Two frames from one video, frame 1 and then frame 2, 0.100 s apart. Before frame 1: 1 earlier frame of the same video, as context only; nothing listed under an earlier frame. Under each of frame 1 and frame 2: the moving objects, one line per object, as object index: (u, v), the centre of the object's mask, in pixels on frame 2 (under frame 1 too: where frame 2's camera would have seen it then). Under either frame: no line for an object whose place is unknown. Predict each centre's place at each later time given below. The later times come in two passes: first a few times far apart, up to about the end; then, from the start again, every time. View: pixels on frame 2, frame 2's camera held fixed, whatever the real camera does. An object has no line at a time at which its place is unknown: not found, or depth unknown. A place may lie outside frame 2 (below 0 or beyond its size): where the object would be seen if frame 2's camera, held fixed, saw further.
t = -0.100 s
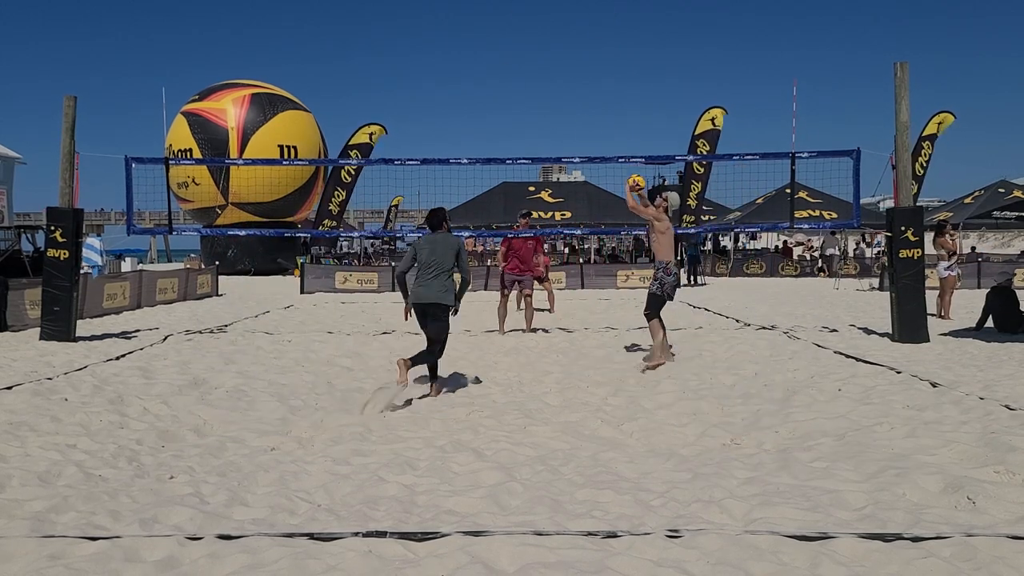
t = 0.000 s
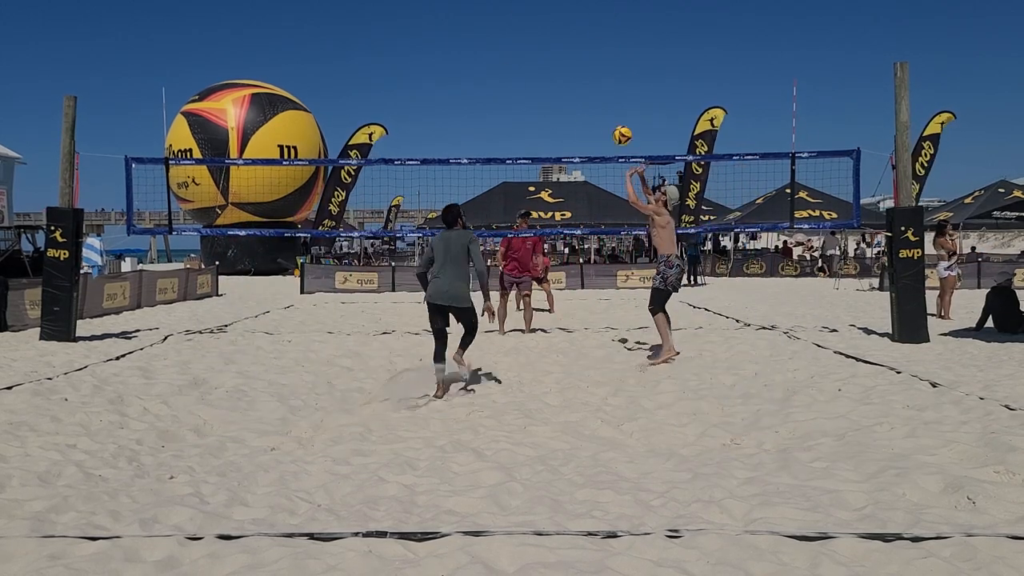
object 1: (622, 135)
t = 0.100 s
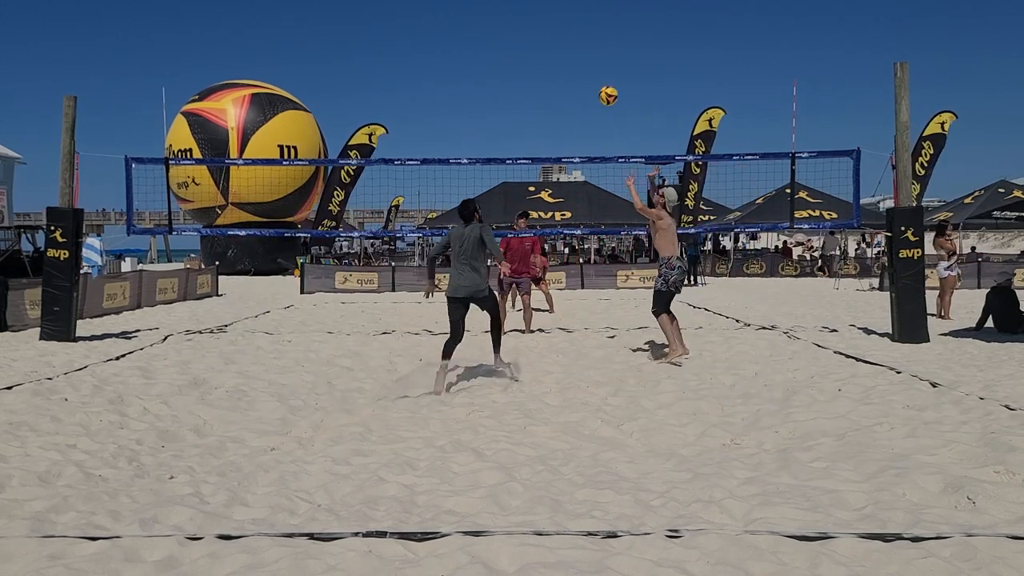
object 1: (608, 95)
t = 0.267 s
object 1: (587, 51)
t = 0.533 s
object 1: (559, 33)
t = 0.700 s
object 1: (544, 54)
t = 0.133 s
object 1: (604, 84)
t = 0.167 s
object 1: (599, 74)
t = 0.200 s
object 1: (595, 65)
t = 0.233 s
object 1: (591, 57)
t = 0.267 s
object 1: (587, 51)
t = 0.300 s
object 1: (583, 45)
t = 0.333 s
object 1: (579, 40)
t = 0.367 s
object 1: (576, 36)
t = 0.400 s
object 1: (572, 34)
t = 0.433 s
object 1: (569, 32)
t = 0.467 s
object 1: (565, 32)
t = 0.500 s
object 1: (562, 32)
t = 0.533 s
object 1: (559, 33)
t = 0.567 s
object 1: (556, 36)
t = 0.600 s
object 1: (552, 39)
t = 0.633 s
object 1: (550, 43)
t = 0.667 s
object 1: (547, 49)
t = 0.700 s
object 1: (544, 54)
